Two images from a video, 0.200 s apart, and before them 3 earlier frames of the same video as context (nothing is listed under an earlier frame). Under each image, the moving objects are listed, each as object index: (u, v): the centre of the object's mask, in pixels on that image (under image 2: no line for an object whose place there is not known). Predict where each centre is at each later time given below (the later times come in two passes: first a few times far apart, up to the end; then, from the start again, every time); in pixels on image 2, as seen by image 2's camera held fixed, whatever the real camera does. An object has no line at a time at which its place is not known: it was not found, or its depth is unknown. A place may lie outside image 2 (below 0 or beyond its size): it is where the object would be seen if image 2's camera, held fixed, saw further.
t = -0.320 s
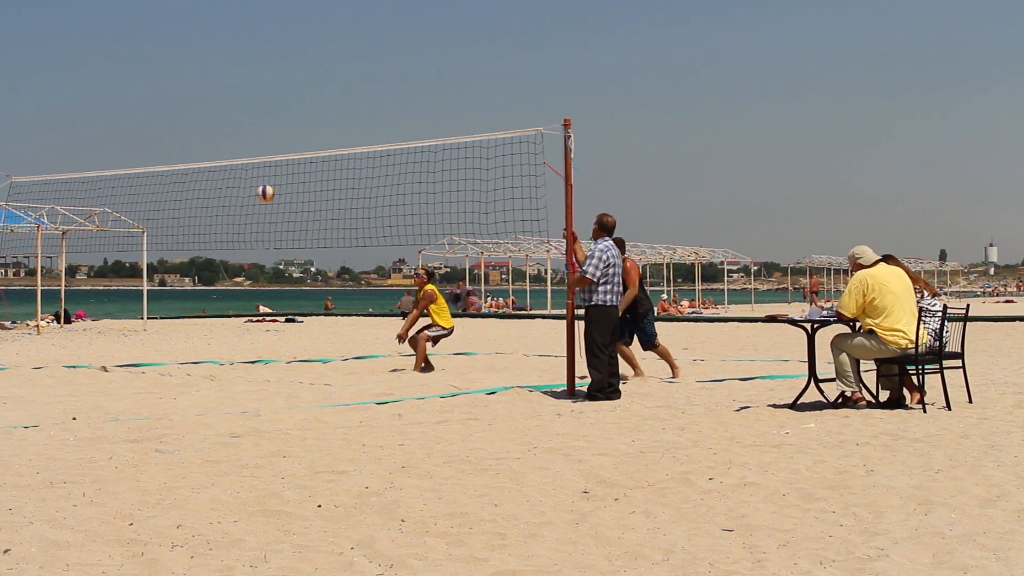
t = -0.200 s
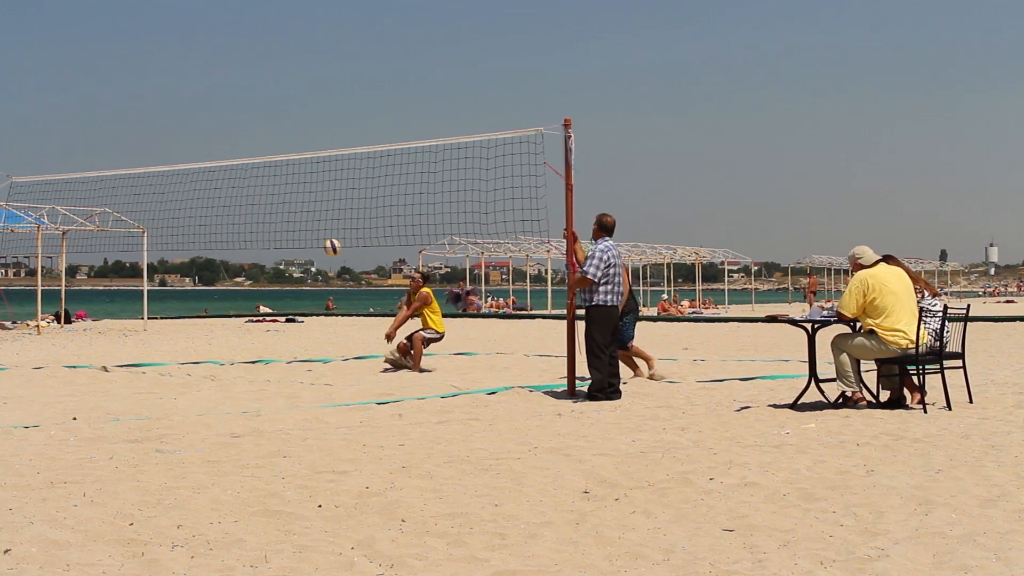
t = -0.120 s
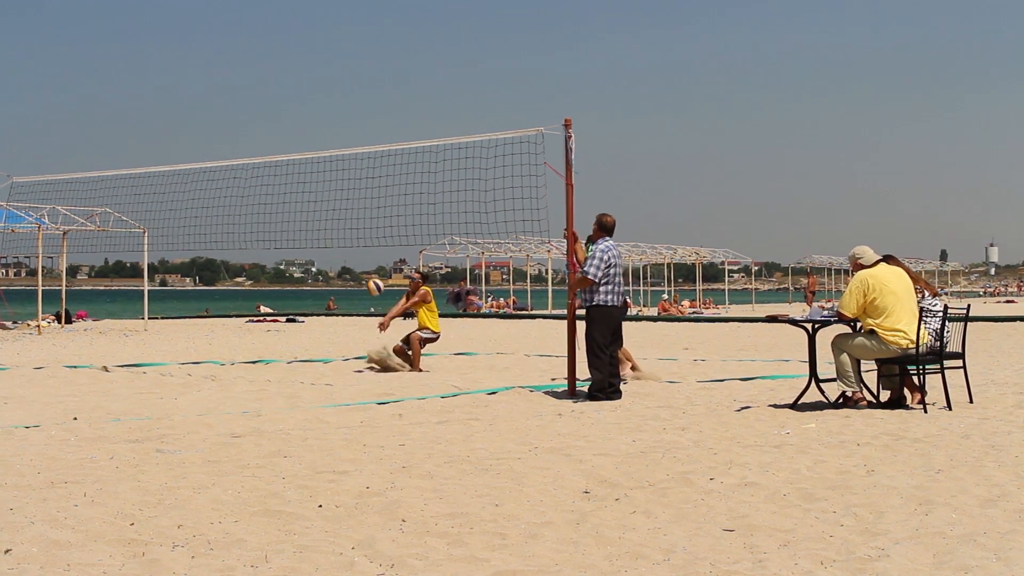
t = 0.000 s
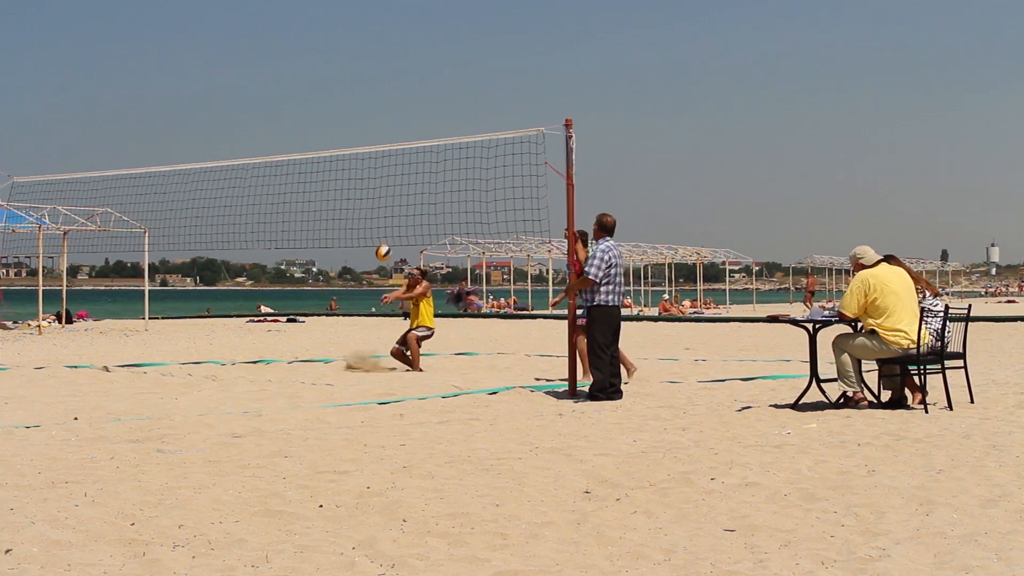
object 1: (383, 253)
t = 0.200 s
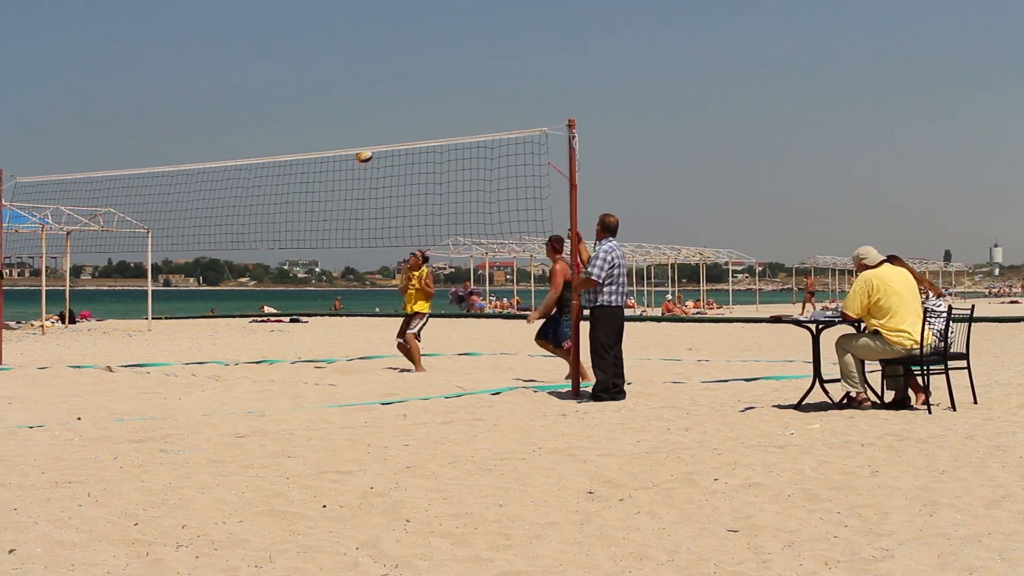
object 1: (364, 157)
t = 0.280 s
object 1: (355, 125)
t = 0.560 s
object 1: (323, 53)
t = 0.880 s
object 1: (287, 43)
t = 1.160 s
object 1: (256, 100)
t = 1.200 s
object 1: (252, 112)
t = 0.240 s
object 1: (359, 140)
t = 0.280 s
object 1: (355, 125)
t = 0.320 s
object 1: (350, 111)
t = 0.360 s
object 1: (345, 99)
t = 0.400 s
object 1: (341, 88)
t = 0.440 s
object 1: (337, 77)
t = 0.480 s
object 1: (333, 68)
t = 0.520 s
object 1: (328, 61)
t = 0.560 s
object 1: (323, 53)
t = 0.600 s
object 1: (319, 48)
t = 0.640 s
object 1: (314, 44)
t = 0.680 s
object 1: (309, 40)
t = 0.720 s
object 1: (305, 38)
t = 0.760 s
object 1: (300, 38)
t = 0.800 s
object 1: (296, 38)
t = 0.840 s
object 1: (292, 40)
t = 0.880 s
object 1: (287, 43)
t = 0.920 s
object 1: (282, 47)
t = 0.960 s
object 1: (278, 52)
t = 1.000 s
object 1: (274, 59)
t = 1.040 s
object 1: (269, 67)
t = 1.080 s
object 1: (264, 76)
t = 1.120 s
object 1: (260, 87)
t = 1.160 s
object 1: (256, 100)
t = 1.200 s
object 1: (252, 112)
